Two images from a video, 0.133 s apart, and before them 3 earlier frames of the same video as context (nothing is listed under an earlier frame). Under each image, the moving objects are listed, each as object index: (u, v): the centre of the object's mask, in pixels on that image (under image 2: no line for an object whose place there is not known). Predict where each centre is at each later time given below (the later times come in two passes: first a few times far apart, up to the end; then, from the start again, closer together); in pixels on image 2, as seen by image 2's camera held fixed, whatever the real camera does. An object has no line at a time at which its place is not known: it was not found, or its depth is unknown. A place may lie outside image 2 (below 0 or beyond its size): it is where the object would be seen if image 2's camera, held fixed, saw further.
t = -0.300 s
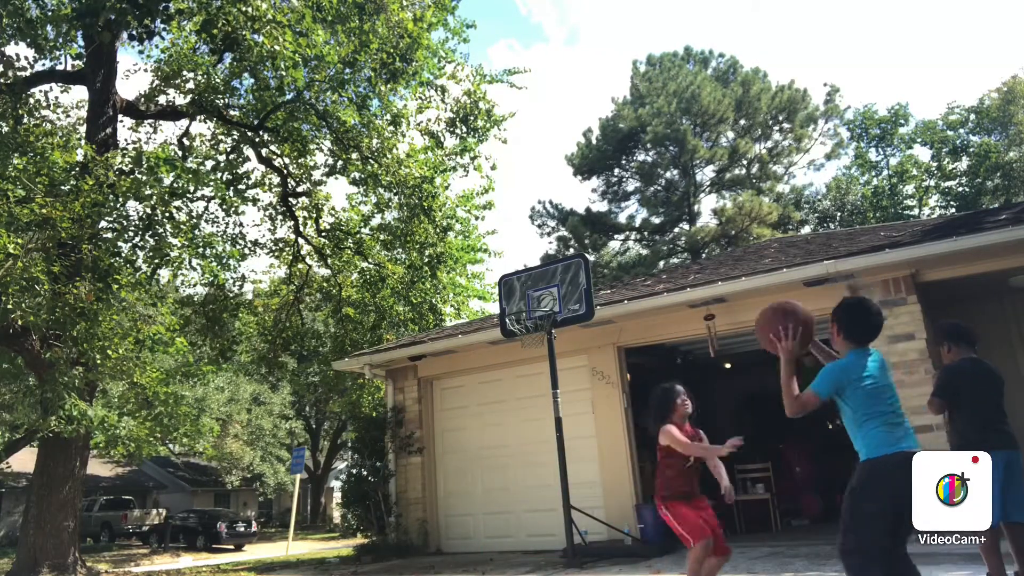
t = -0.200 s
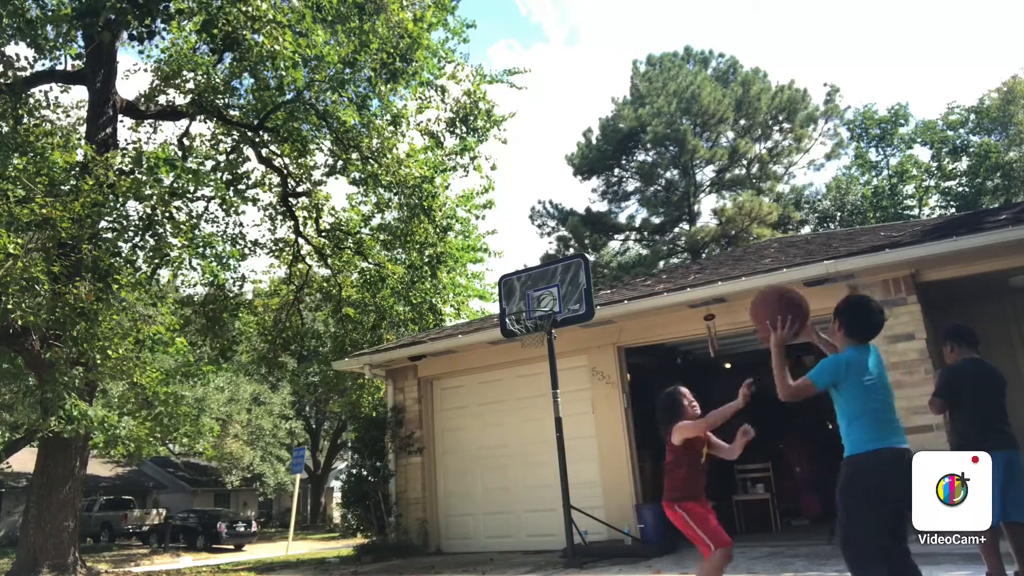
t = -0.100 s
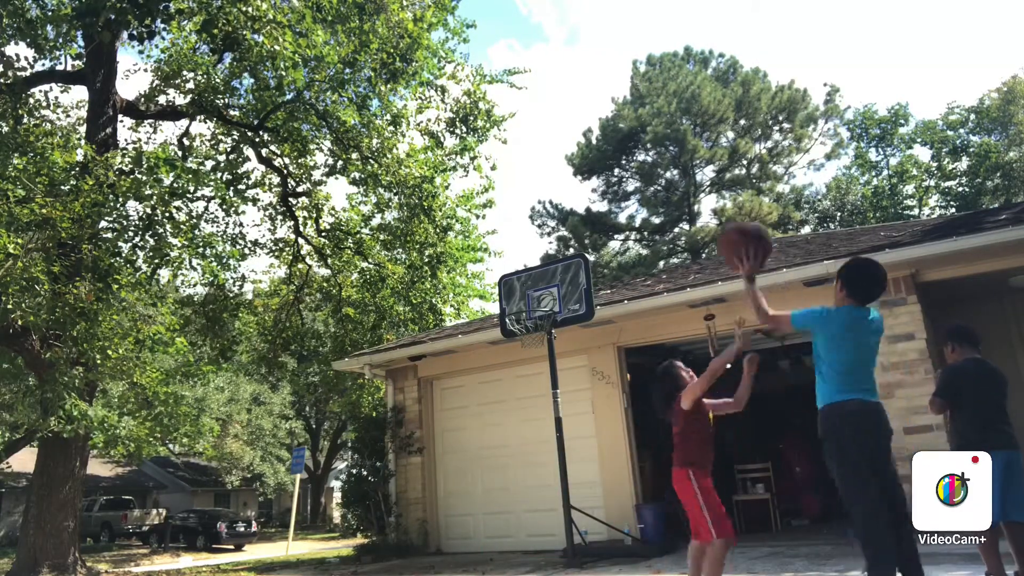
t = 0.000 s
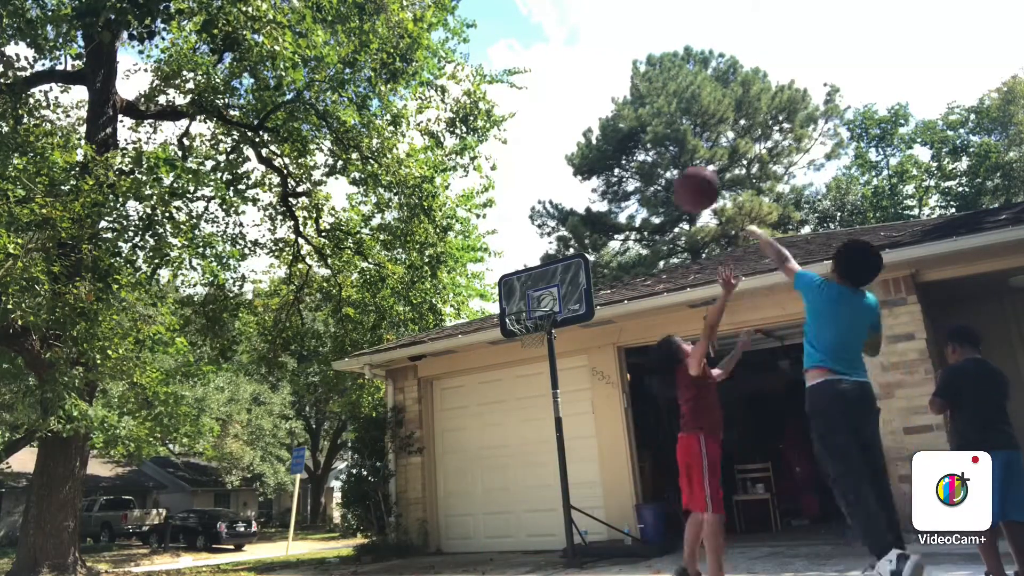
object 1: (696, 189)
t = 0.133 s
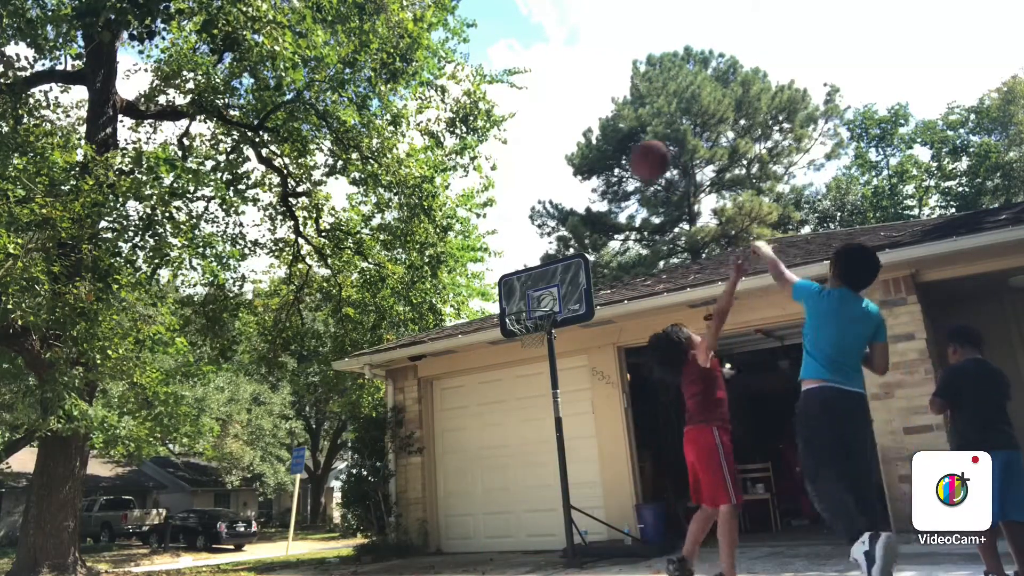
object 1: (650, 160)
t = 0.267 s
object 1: (617, 159)
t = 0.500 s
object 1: (578, 207)
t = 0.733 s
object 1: (556, 298)
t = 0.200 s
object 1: (631, 157)
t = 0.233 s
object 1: (624, 158)
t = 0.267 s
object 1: (617, 159)
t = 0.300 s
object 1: (610, 163)
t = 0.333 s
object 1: (604, 167)
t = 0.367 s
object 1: (599, 174)
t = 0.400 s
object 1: (593, 181)
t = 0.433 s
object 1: (588, 188)
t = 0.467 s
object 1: (583, 198)
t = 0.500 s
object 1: (578, 207)
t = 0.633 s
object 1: (564, 254)
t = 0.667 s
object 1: (561, 268)
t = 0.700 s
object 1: (558, 282)
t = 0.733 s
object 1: (556, 298)
